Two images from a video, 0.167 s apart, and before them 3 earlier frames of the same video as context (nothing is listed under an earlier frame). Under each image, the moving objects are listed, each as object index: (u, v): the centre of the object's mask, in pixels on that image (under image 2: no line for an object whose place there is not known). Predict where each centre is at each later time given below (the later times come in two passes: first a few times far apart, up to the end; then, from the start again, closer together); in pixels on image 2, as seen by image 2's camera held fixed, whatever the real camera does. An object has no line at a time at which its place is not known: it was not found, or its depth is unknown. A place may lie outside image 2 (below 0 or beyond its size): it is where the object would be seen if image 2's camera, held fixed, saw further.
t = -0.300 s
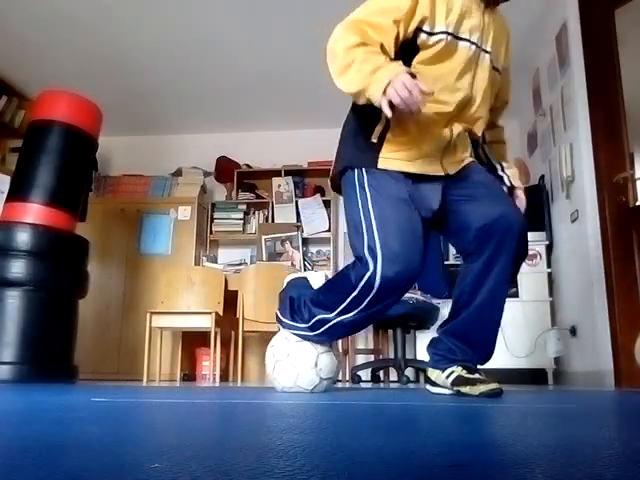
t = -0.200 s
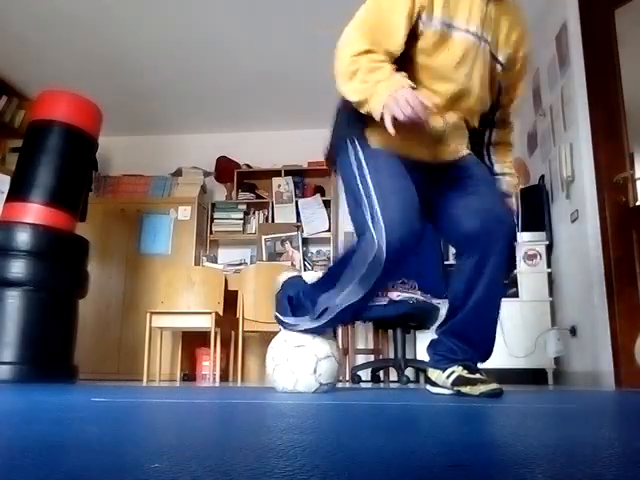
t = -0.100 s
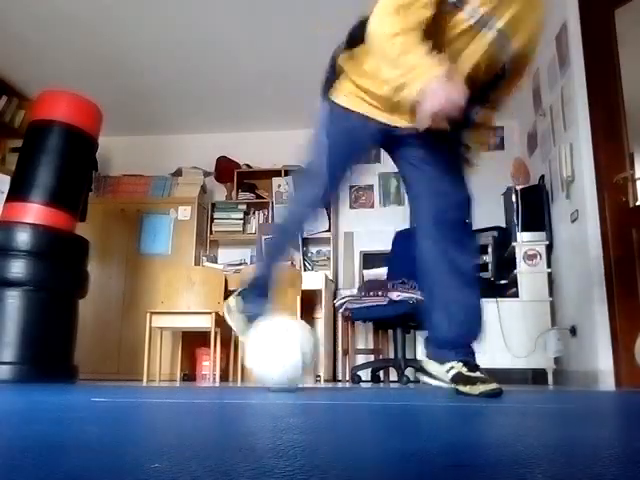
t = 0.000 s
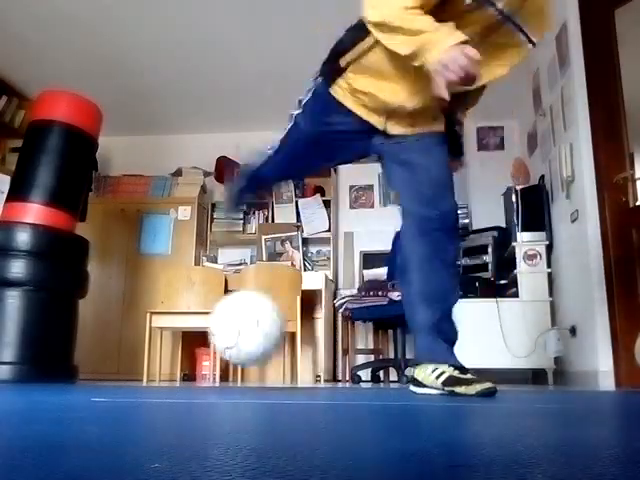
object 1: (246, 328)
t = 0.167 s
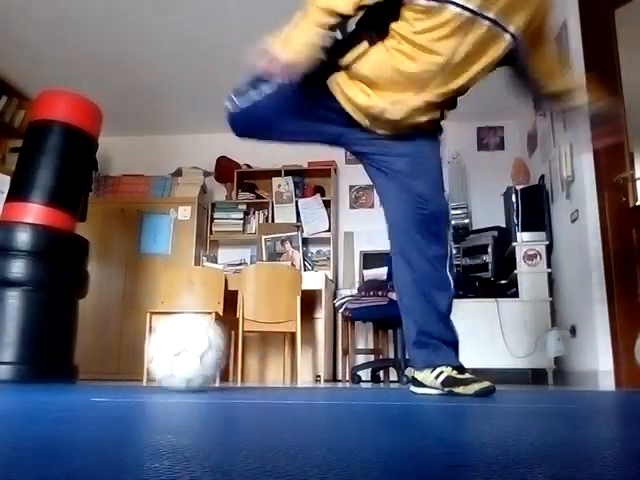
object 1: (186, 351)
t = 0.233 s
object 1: (165, 342)
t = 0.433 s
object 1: (101, 350)
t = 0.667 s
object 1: (36, 350)
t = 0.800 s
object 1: (17, 349)
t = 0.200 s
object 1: (175, 346)
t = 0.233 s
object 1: (165, 342)
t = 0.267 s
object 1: (154, 342)
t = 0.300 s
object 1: (144, 345)
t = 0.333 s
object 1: (134, 351)
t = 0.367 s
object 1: (122, 350)
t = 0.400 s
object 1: (112, 349)
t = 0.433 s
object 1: (101, 350)
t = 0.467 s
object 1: (91, 349)
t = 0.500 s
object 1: (81, 350)
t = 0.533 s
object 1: (72, 350)
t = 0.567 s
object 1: (61, 350)
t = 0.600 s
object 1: (52, 350)
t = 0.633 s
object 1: (43, 351)
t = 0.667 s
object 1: (36, 350)
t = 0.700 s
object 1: (31, 349)
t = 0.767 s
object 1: (21, 348)
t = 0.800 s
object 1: (17, 349)
